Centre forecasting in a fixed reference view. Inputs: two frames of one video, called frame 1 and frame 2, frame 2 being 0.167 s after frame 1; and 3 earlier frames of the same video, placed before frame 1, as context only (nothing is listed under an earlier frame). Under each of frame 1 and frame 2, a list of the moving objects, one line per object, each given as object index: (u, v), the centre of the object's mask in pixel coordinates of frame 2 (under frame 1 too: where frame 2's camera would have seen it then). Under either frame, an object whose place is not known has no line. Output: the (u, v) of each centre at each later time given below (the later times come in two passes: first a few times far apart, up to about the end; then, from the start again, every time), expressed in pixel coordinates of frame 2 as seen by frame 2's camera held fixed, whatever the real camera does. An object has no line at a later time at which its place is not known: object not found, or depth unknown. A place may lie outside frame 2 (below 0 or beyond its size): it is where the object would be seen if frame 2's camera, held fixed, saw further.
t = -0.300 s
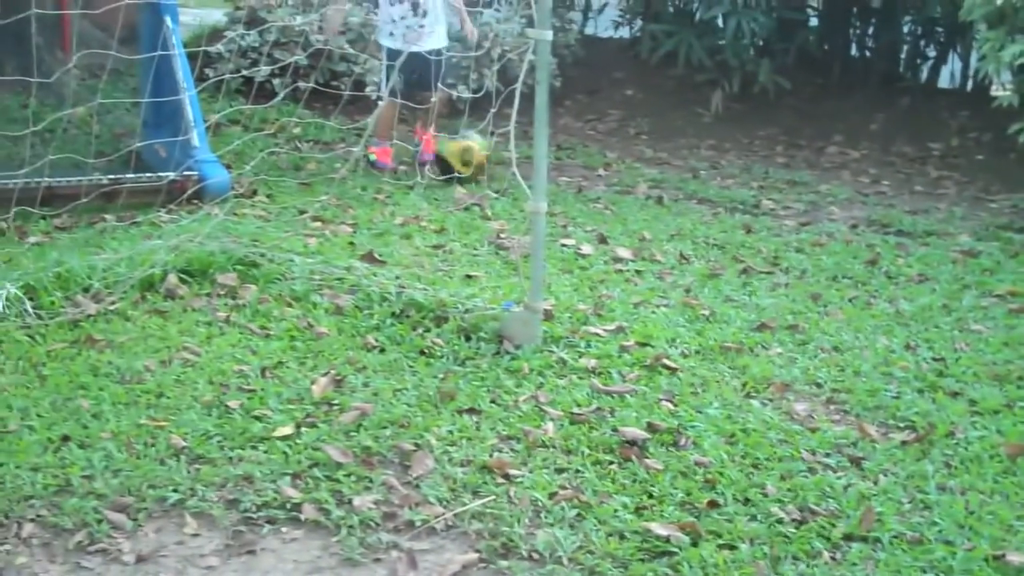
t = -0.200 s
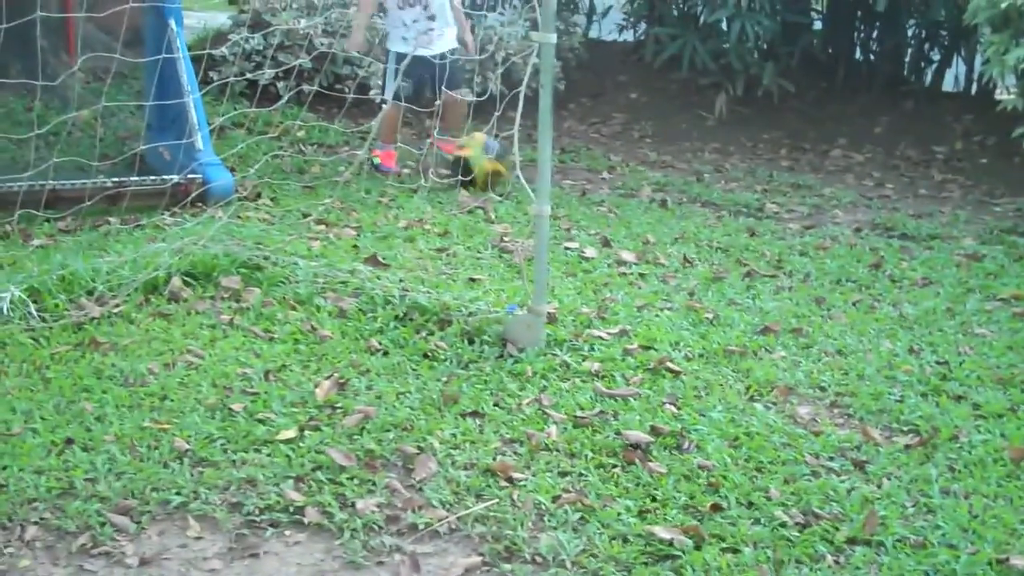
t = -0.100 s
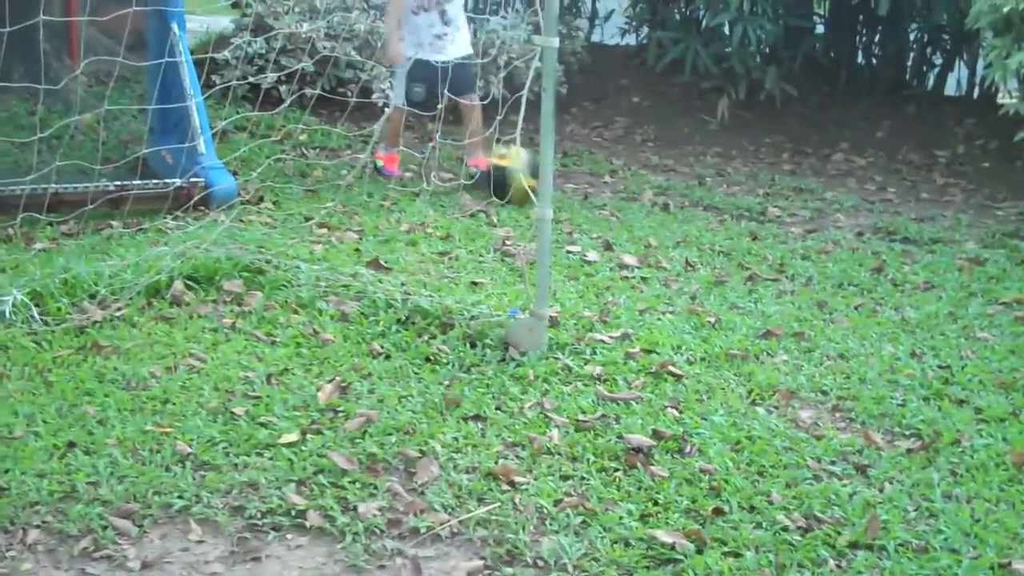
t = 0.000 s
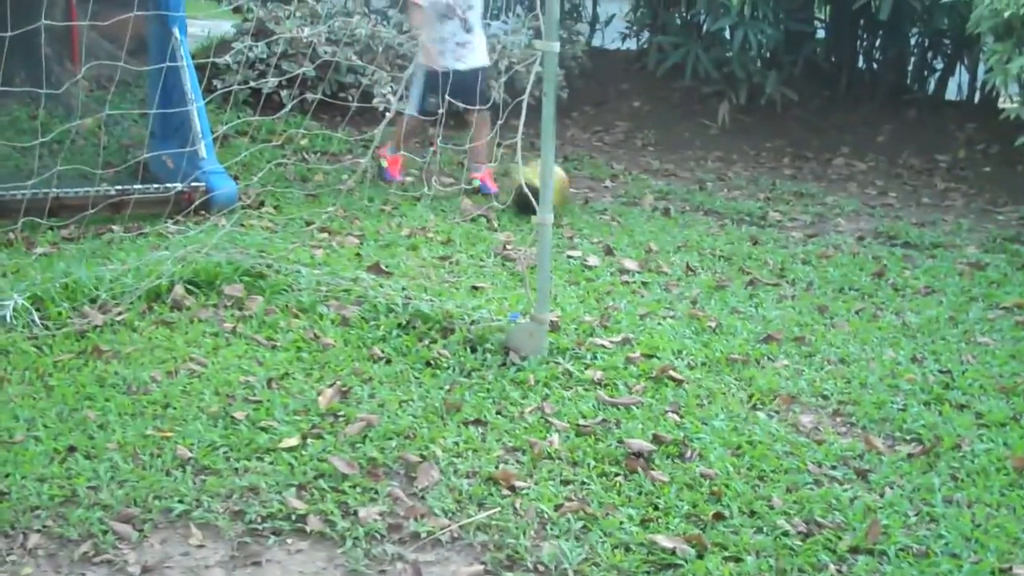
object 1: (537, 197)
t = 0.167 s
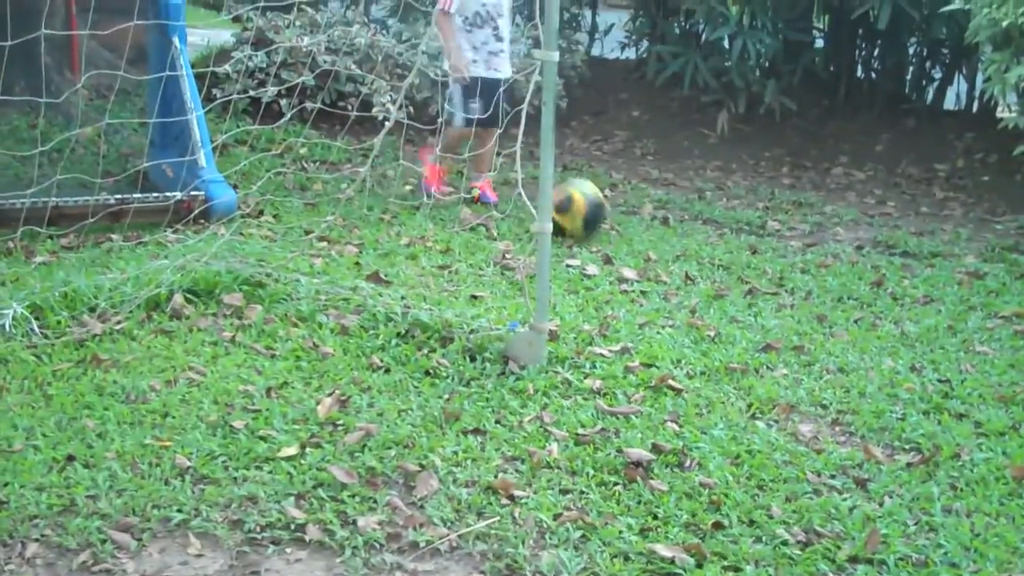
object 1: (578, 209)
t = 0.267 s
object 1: (594, 215)
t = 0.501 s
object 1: (641, 230)
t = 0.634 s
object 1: (666, 240)
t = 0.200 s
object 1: (583, 213)
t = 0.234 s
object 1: (589, 214)
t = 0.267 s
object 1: (594, 215)
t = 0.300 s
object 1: (601, 218)
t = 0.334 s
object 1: (608, 221)
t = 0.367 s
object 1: (615, 222)
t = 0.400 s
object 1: (621, 223)
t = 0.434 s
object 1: (627, 226)
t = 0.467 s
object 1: (636, 229)
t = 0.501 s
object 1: (641, 230)
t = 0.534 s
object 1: (647, 232)
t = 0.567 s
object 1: (653, 236)
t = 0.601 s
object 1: (661, 238)
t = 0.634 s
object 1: (666, 240)
